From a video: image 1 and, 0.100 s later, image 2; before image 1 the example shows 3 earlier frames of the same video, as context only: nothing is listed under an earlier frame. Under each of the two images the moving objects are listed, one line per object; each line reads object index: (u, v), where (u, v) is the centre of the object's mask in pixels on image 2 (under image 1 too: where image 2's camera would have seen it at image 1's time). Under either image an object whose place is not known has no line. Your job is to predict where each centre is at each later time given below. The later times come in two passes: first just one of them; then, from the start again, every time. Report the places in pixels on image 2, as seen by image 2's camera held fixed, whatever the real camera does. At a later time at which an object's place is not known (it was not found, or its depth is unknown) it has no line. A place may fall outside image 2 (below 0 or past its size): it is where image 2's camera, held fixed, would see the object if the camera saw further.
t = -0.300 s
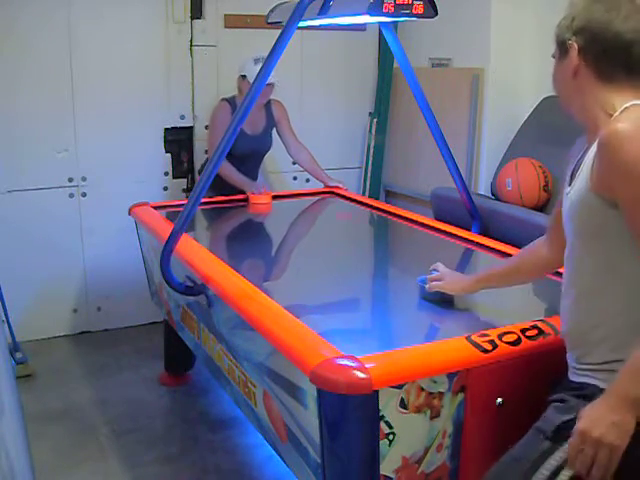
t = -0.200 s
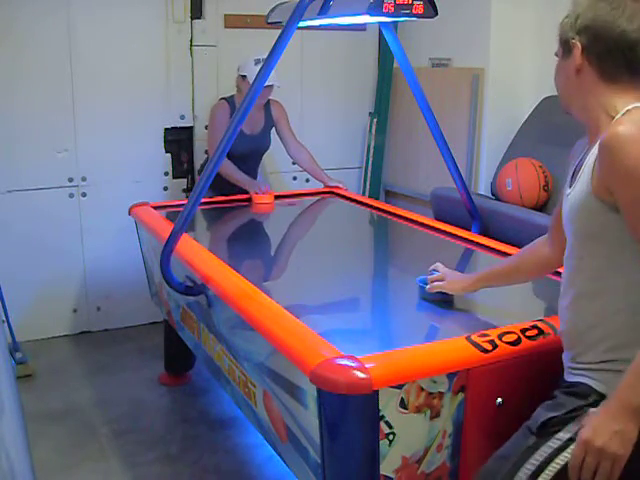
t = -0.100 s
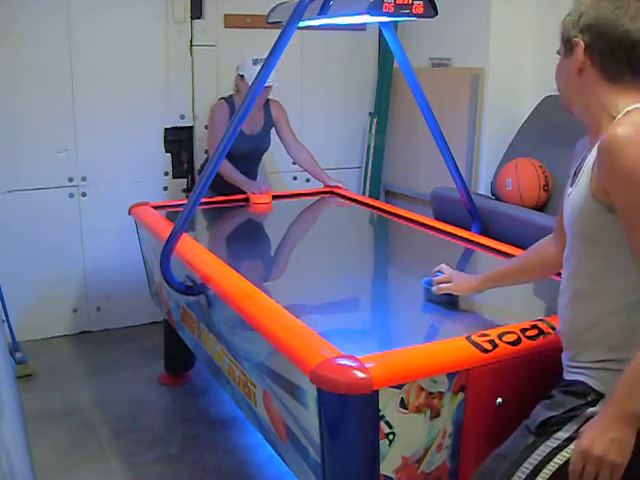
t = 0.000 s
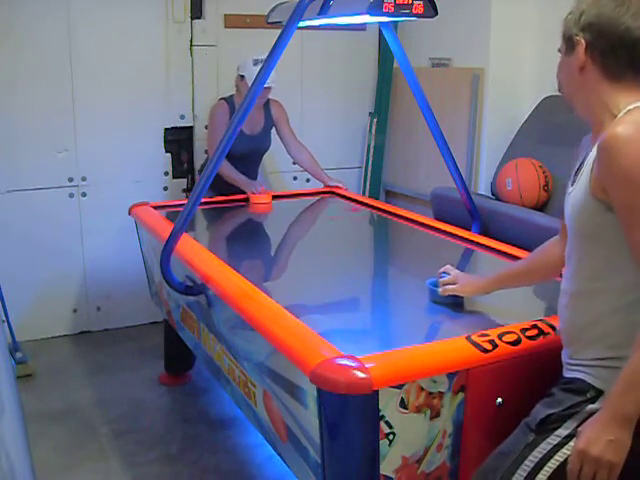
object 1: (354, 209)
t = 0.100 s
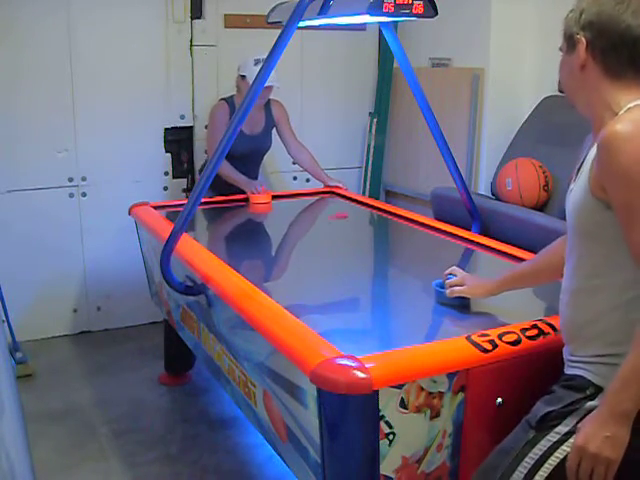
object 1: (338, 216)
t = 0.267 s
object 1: (317, 228)
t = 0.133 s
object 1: (335, 218)
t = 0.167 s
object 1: (331, 220)
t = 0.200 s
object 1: (327, 223)
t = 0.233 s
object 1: (324, 225)
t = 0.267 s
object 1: (317, 228)
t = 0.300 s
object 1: (312, 230)
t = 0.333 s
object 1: (305, 233)
